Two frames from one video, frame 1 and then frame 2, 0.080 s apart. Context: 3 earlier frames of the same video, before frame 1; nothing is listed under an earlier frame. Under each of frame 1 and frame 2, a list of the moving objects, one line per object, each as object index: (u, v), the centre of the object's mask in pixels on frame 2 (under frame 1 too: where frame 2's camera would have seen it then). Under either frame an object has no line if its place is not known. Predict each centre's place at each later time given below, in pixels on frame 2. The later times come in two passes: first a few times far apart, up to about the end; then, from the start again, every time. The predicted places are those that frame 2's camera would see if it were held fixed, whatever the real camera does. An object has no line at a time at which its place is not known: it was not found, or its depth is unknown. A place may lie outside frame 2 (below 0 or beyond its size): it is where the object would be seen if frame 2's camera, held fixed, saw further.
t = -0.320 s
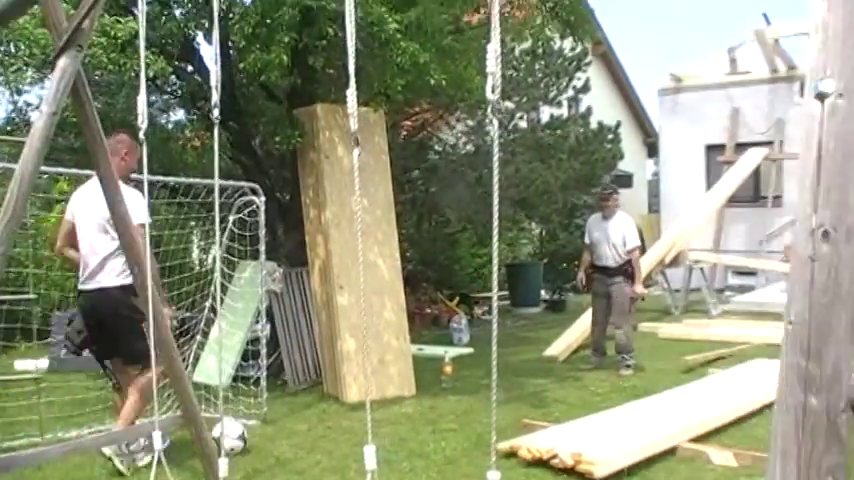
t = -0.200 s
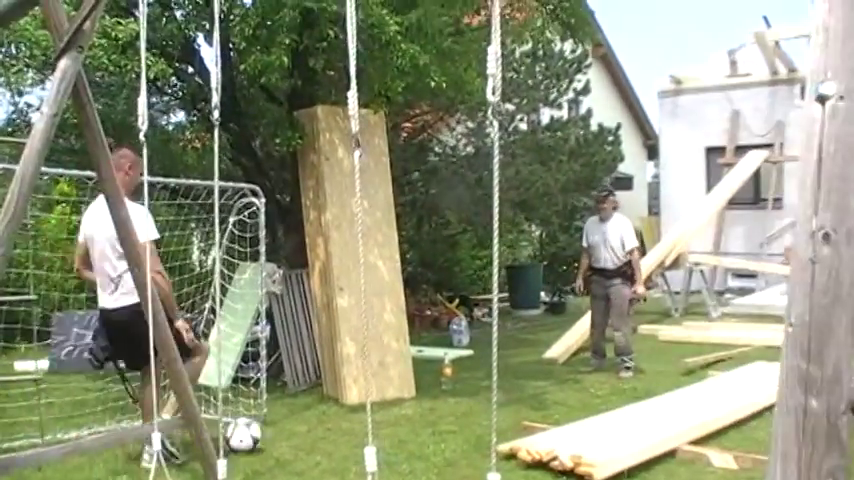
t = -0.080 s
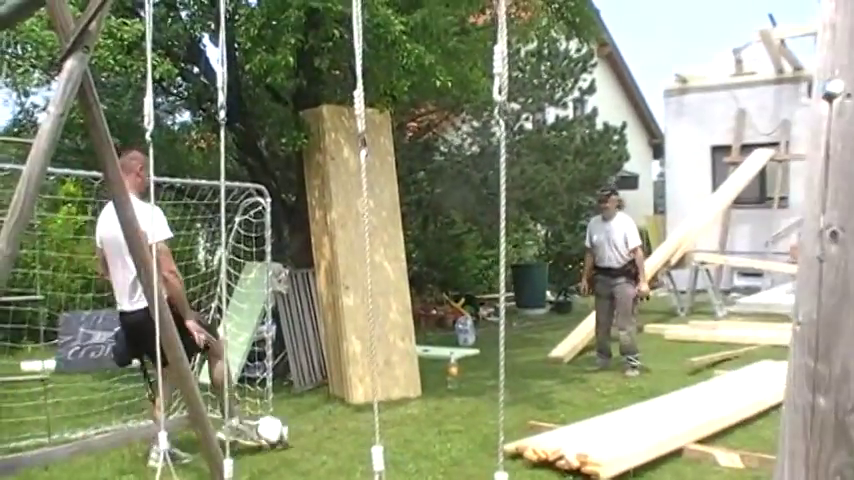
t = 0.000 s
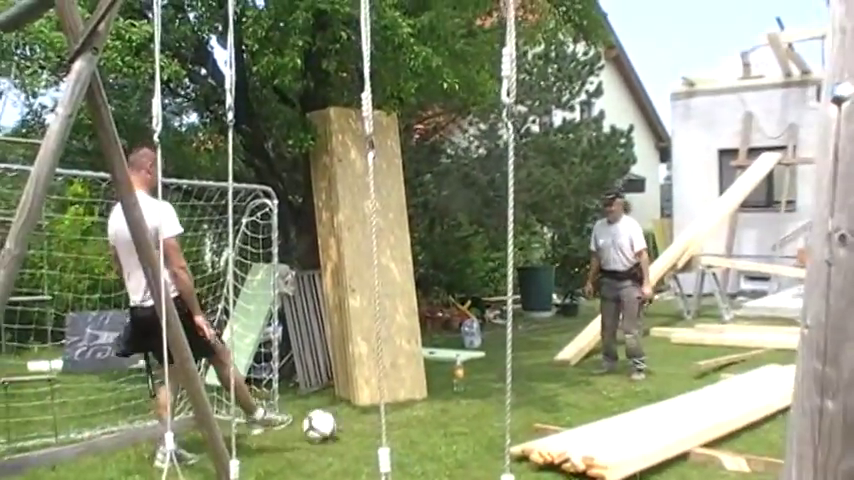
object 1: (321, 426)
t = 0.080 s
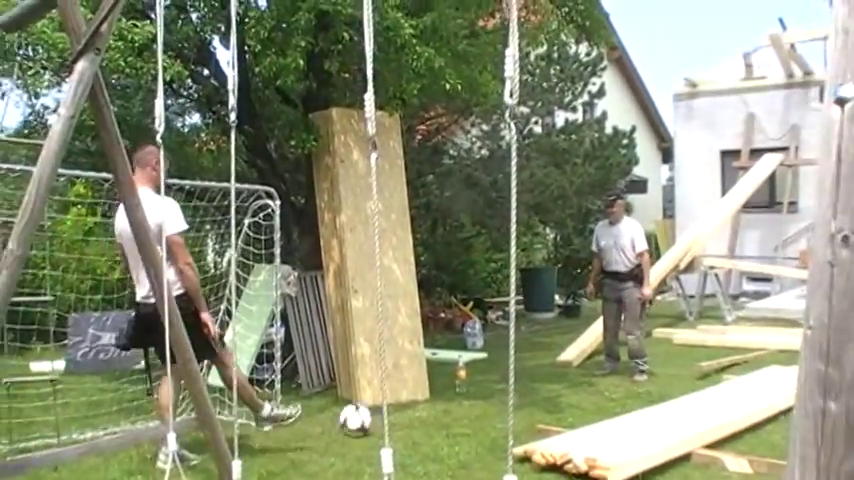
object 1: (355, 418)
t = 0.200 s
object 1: (392, 406)
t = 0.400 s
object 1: (441, 398)
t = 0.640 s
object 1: (487, 390)
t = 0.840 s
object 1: (524, 383)
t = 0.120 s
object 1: (369, 416)
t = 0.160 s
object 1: (381, 412)
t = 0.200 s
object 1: (392, 406)
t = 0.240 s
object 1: (403, 404)
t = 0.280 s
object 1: (414, 404)
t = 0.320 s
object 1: (424, 406)
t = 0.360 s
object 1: (433, 402)
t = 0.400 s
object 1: (441, 398)
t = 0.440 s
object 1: (450, 396)
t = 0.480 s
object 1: (458, 395)
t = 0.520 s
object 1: (466, 396)
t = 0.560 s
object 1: (474, 394)
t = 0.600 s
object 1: (481, 390)
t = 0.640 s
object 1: (487, 390)
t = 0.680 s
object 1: (495, 389)
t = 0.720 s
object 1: (503, 384)
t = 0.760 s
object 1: (513, 382)
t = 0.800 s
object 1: (517, 381)
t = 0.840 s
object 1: (524, 383)
